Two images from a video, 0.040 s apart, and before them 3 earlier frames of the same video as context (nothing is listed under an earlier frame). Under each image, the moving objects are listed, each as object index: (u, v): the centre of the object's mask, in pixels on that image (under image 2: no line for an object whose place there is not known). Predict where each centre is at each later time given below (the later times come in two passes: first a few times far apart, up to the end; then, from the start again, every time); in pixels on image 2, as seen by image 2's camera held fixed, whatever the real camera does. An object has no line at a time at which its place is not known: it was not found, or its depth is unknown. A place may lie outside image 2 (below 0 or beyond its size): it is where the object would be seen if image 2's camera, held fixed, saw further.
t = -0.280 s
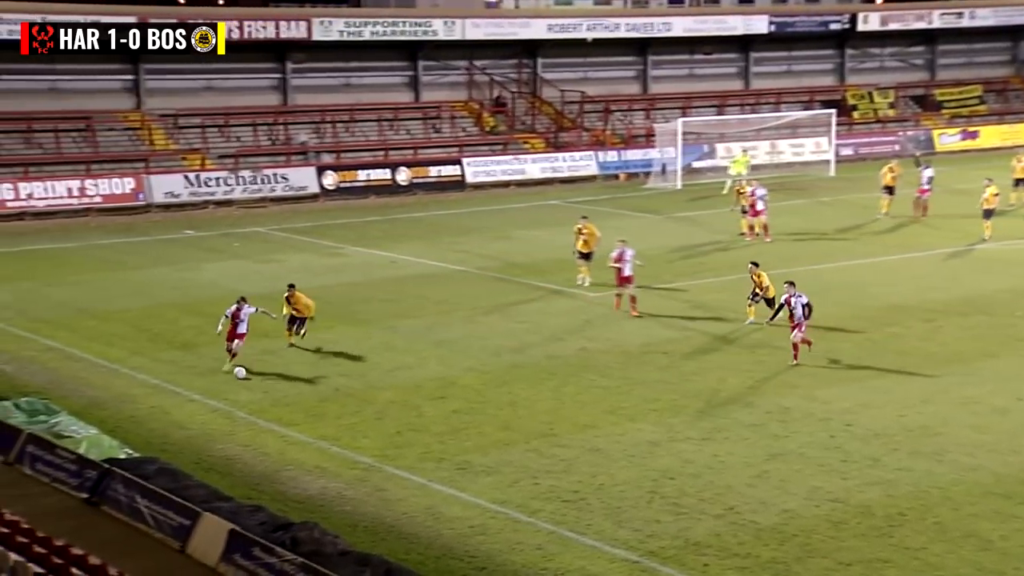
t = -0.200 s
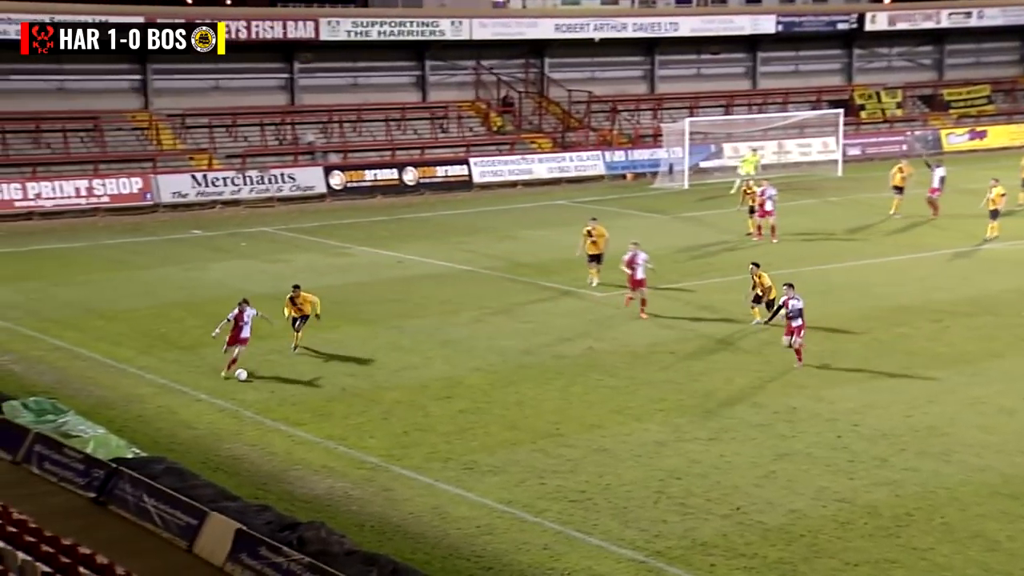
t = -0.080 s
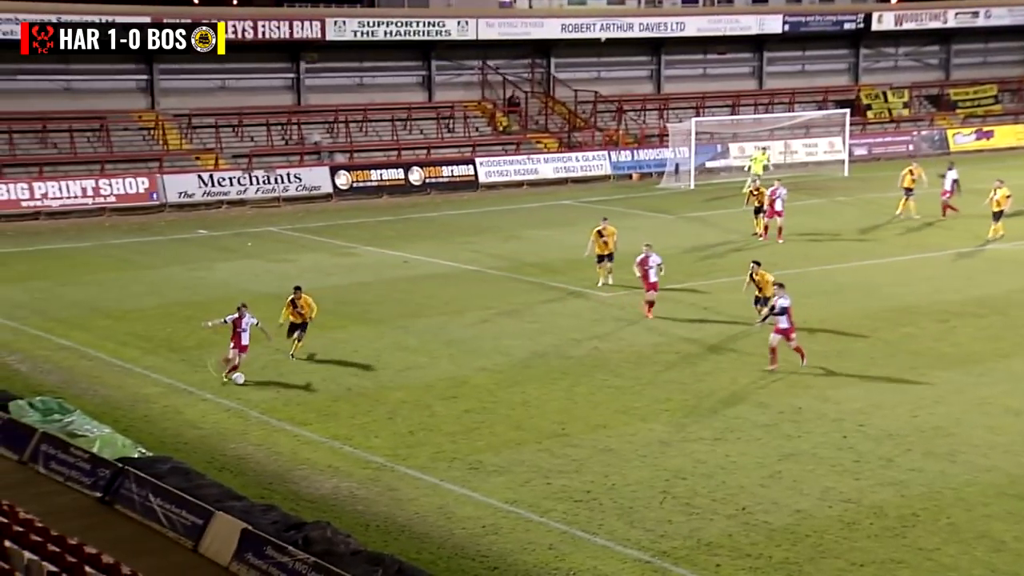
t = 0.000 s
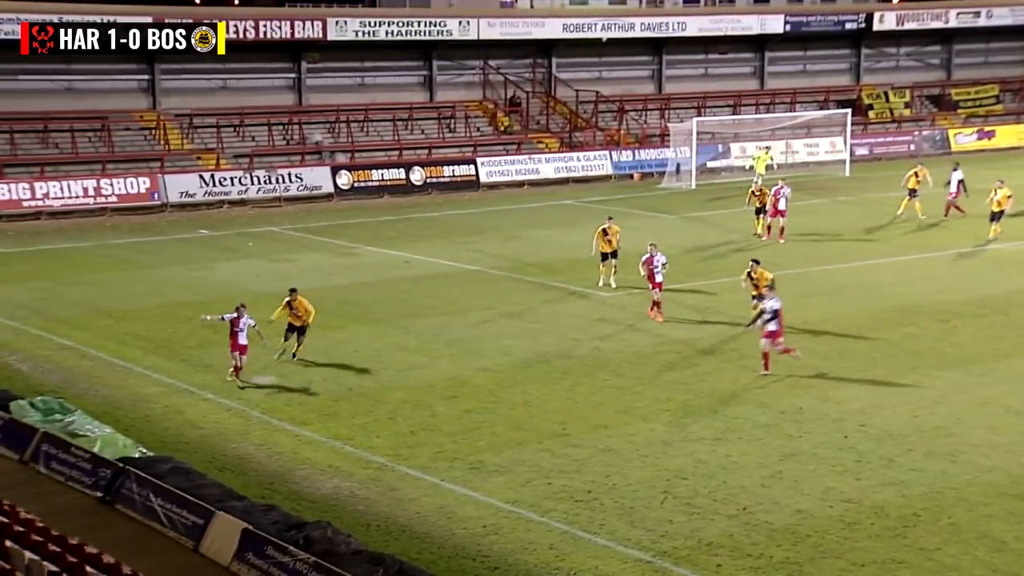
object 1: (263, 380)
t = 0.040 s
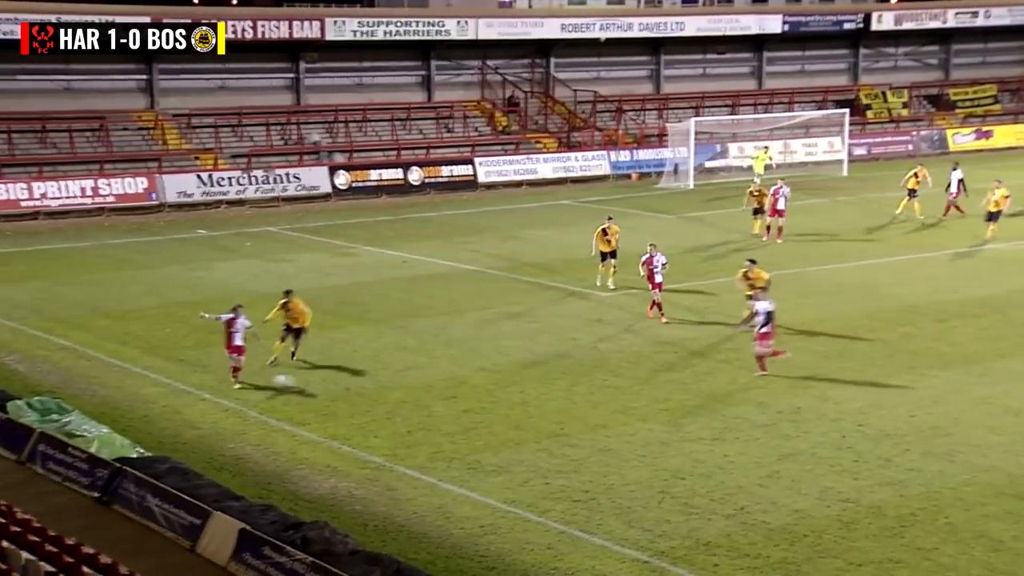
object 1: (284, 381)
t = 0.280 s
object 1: (411, 384)
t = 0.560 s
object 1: (544, 387)
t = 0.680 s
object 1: (596, 389)
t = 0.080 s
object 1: (305, 381)
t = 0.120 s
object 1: (327, 382)
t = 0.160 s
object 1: (349, 382)
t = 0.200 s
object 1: (369, 382)
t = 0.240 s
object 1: (390, 382)
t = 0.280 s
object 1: (411, 384)
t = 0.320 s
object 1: (431, 384)
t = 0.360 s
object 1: (451, 384)
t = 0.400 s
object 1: (469, 384)
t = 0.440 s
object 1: (489, 385)
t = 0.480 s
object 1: (508, 387)
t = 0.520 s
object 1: (526, 387)
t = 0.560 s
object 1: (544, 387)
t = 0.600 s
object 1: (561, 387)
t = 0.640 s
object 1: (579, 388)
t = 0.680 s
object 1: (596, 389)
